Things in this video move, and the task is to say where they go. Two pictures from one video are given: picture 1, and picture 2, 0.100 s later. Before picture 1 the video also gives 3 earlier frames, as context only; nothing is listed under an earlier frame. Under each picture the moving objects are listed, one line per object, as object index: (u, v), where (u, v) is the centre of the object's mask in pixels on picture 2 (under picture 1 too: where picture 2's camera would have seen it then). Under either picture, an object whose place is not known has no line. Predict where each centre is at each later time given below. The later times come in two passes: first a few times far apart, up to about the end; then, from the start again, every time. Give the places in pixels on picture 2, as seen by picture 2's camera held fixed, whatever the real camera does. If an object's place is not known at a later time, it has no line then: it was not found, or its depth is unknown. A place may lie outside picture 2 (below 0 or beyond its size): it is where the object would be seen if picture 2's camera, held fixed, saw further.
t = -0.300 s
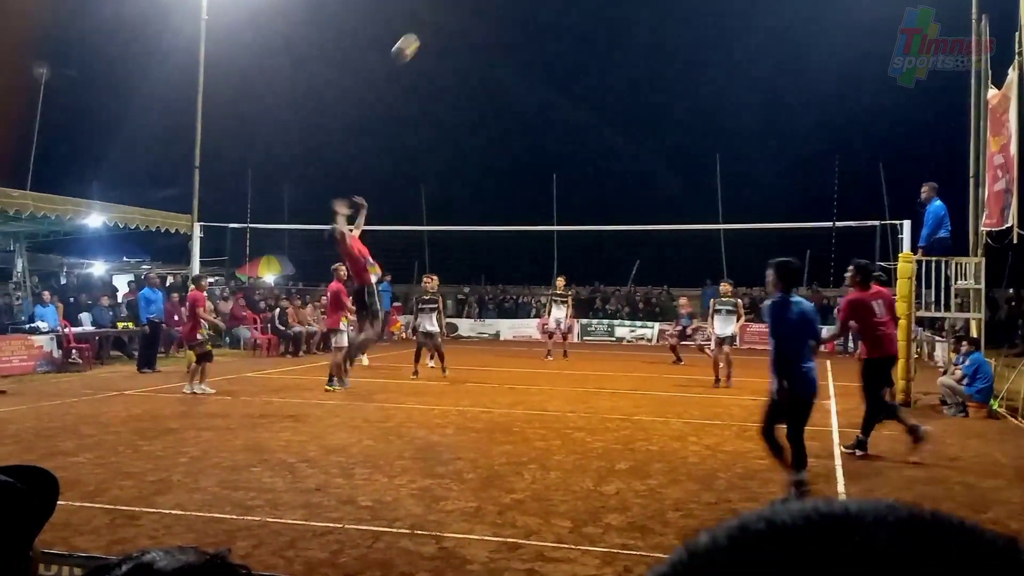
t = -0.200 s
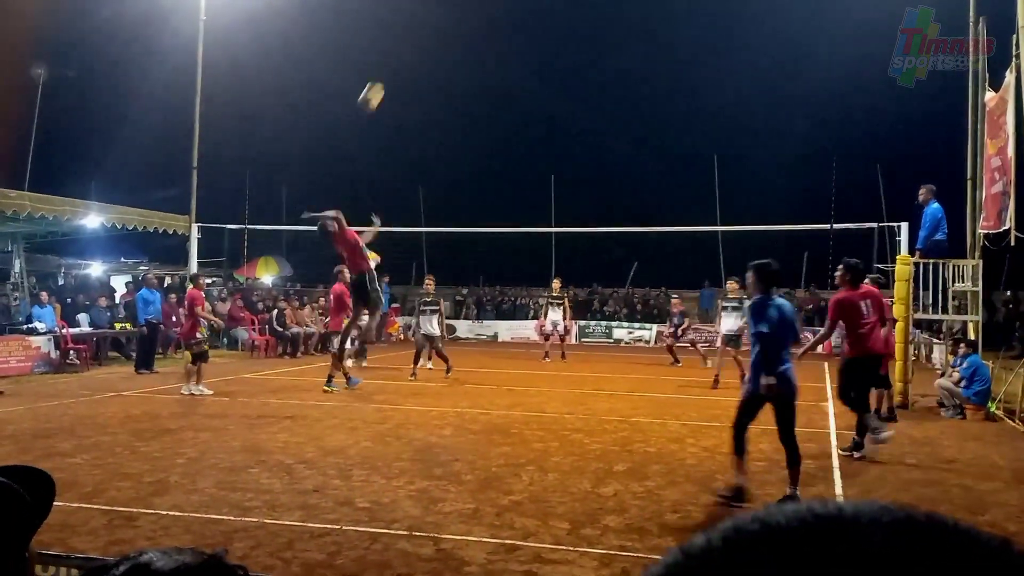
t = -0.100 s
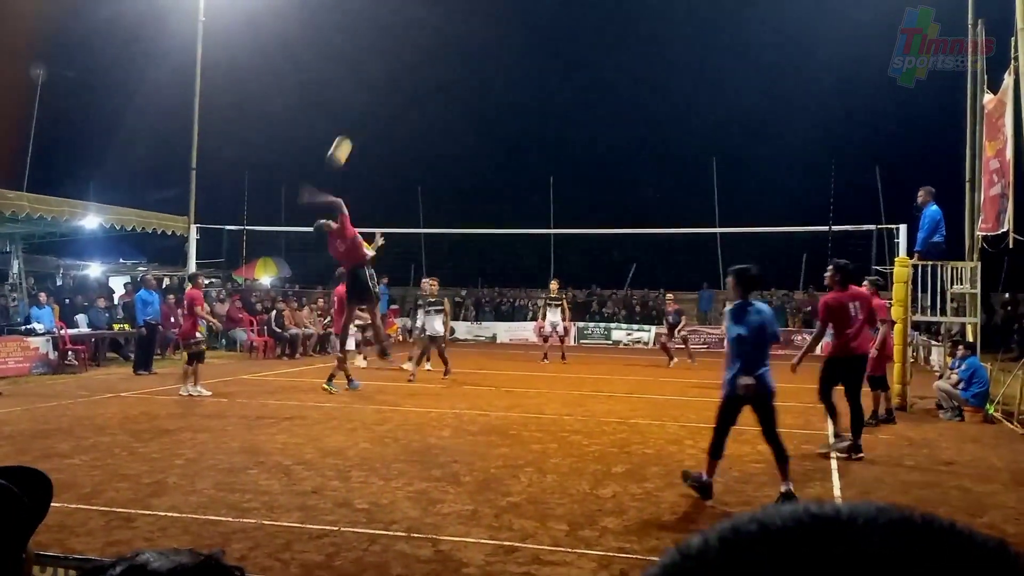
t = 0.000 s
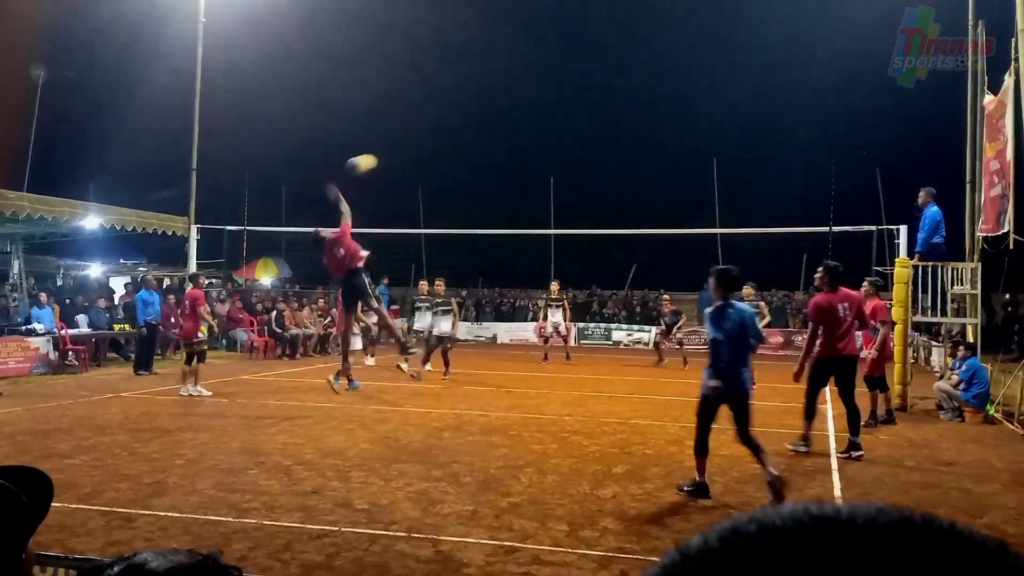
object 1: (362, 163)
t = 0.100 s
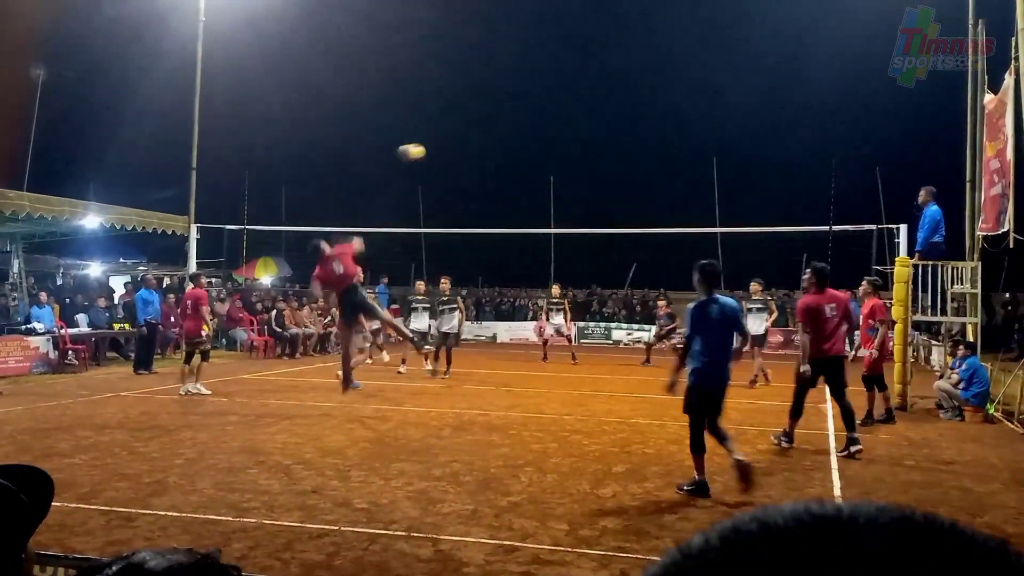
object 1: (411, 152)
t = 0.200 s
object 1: (454, 150)
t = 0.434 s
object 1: (530, 172)
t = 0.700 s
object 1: (591, 230)
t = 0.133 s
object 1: (426, 151)
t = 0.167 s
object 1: (440, 150)
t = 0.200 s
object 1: (454, 150)
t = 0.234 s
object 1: (466, 151)
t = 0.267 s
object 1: (478, 153)
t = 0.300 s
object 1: (490, 155)
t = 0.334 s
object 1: (500, 159)
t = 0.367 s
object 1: (511, 163)
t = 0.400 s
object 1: (521, 167)
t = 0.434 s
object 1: (530, 172)
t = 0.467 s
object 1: (539, 178)
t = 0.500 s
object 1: (547, 184)
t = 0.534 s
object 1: (555, 191)
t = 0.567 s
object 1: (562, 198)
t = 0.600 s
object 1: (570, 205)
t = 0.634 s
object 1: (578, 213)
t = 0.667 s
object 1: (584, 221)
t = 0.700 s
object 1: (591, 230)
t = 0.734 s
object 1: (598, 239)
